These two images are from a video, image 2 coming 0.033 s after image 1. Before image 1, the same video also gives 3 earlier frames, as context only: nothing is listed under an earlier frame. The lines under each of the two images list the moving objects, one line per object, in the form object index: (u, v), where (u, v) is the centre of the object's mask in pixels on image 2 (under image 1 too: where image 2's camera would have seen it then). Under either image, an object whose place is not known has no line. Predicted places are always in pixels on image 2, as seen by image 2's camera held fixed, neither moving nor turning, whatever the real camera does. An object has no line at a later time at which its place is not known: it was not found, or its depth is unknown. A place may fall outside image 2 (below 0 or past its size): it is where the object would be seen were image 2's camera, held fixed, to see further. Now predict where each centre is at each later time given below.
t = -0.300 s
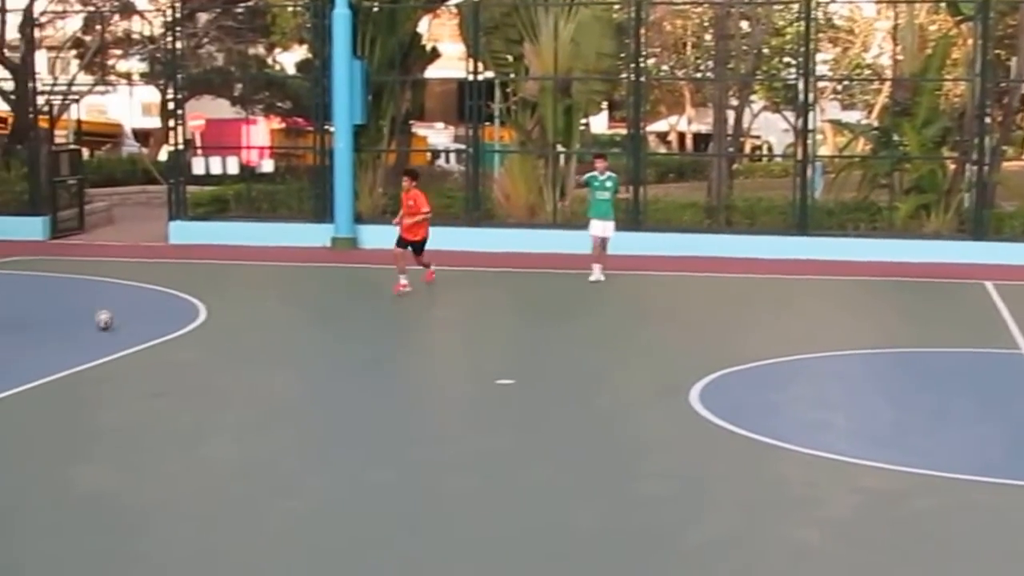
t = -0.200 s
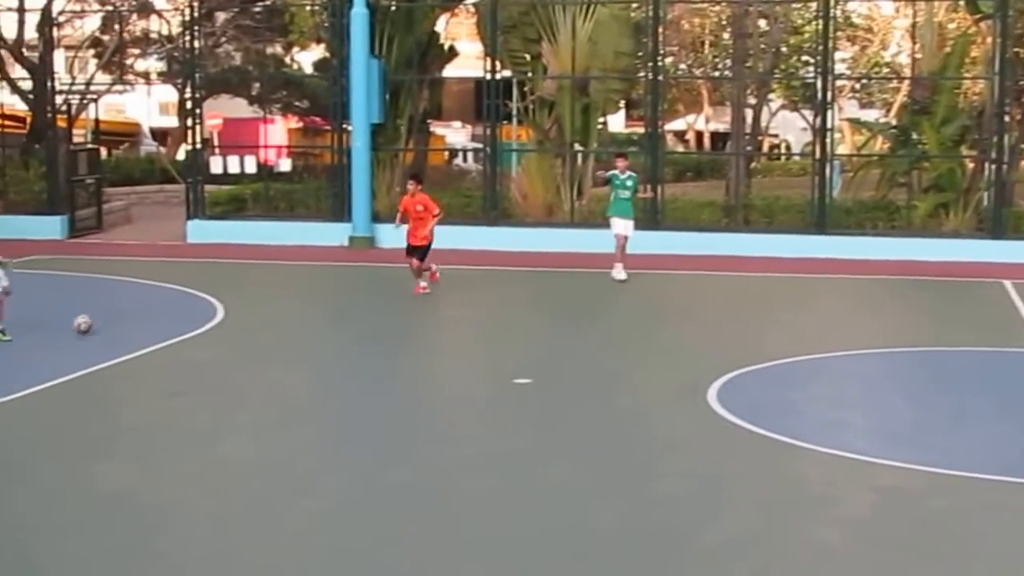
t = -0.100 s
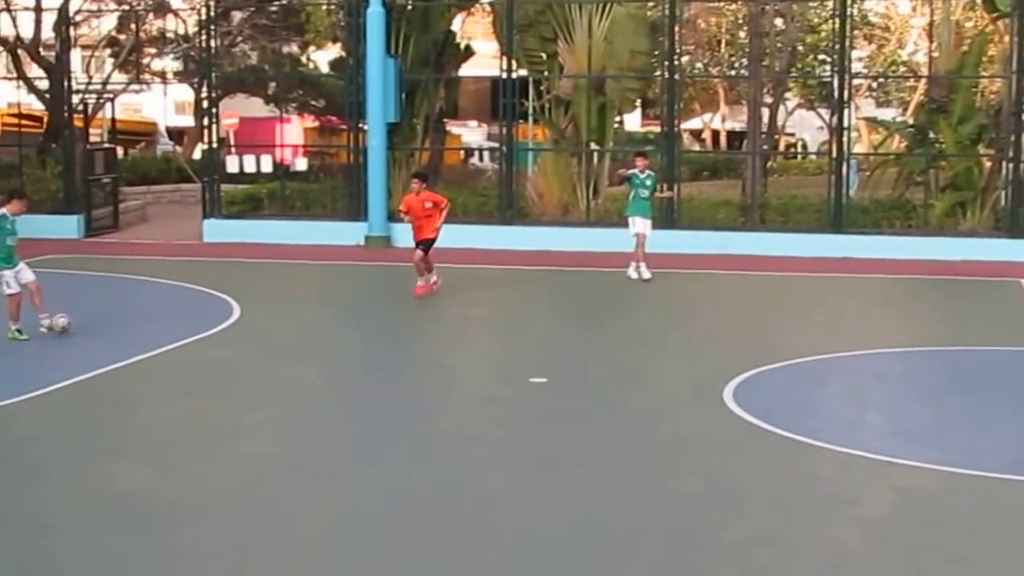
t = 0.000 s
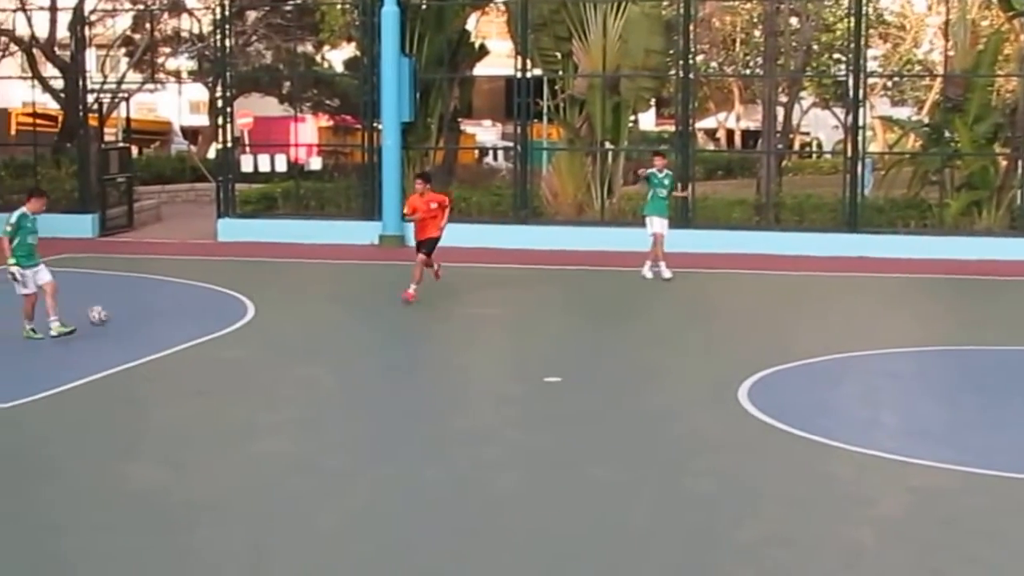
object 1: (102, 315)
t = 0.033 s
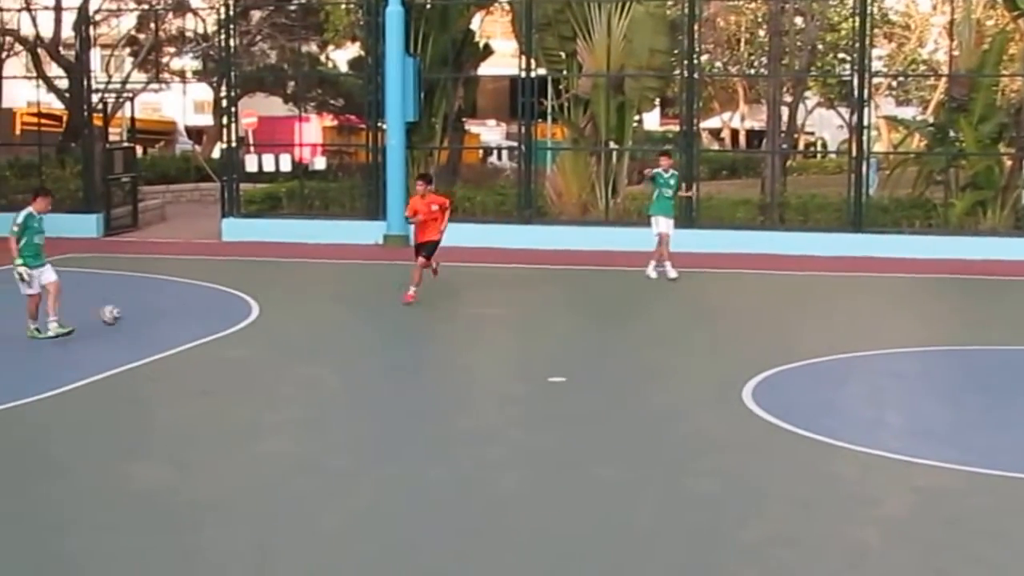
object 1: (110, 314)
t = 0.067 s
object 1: (118, 315)
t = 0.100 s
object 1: (127, 318)
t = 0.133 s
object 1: (137, 321)
